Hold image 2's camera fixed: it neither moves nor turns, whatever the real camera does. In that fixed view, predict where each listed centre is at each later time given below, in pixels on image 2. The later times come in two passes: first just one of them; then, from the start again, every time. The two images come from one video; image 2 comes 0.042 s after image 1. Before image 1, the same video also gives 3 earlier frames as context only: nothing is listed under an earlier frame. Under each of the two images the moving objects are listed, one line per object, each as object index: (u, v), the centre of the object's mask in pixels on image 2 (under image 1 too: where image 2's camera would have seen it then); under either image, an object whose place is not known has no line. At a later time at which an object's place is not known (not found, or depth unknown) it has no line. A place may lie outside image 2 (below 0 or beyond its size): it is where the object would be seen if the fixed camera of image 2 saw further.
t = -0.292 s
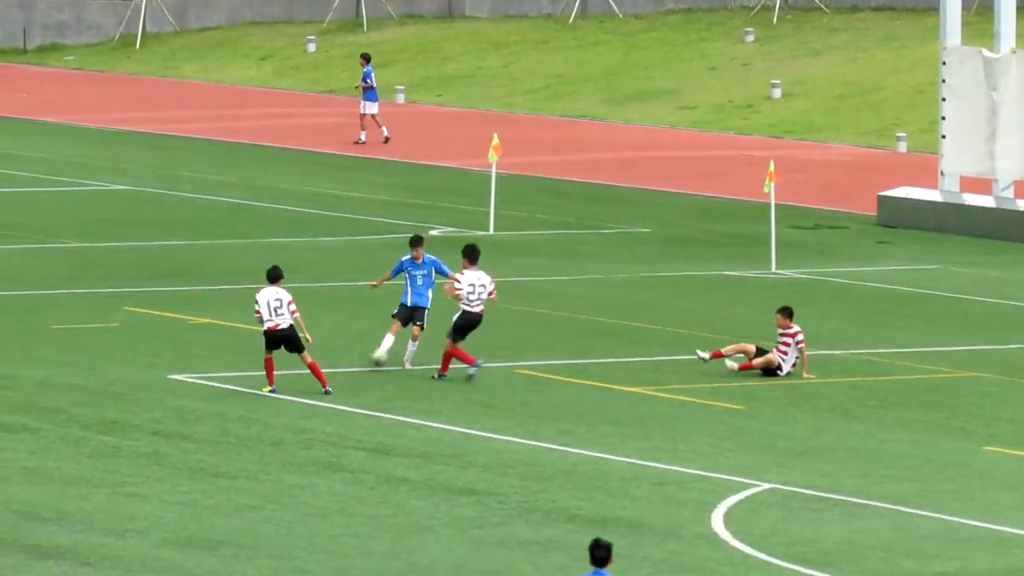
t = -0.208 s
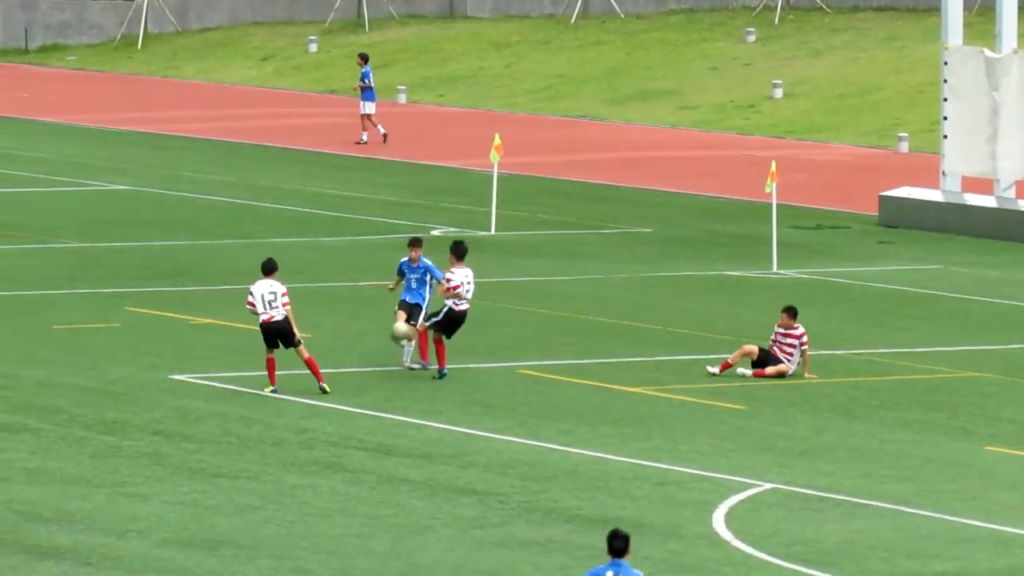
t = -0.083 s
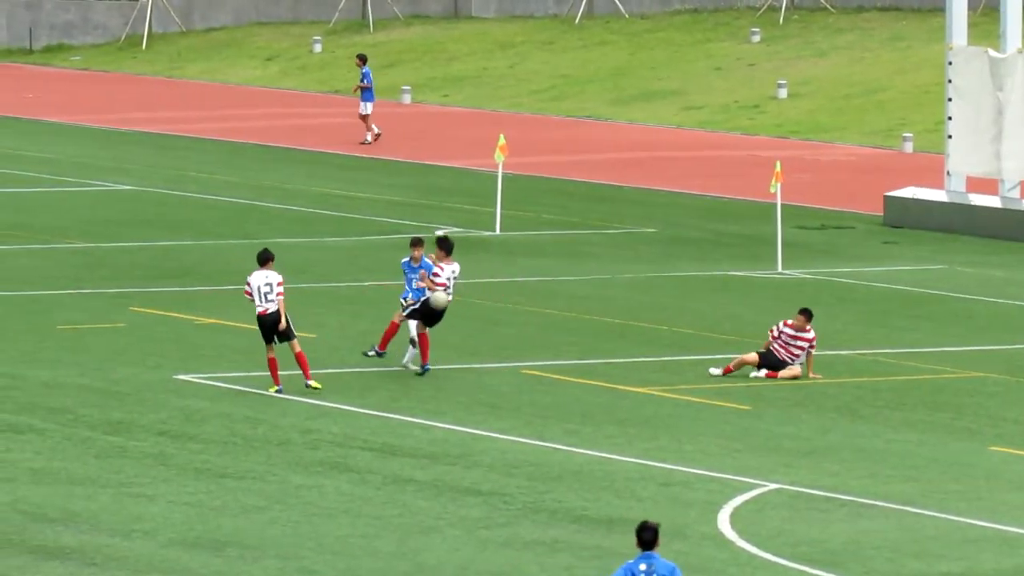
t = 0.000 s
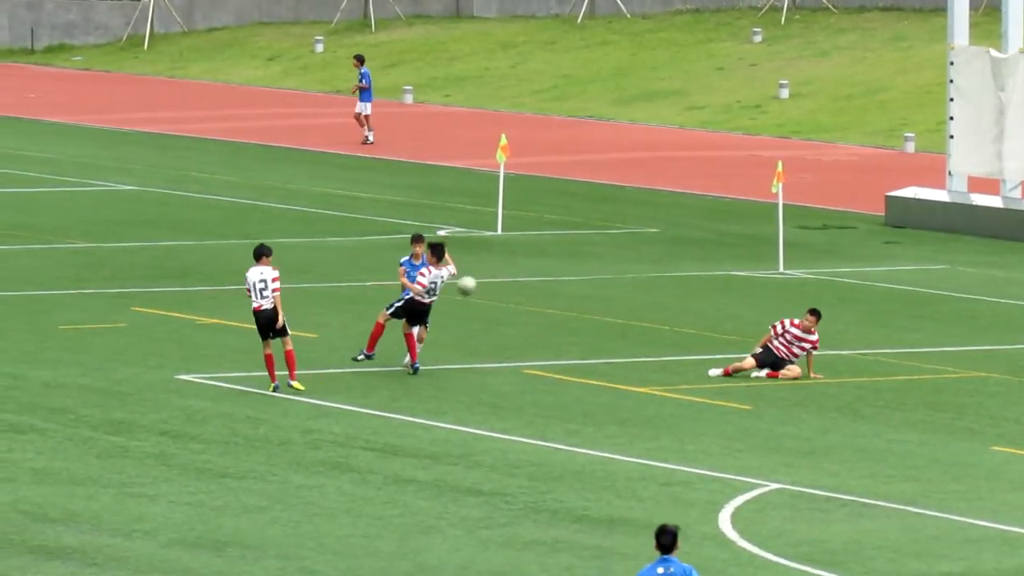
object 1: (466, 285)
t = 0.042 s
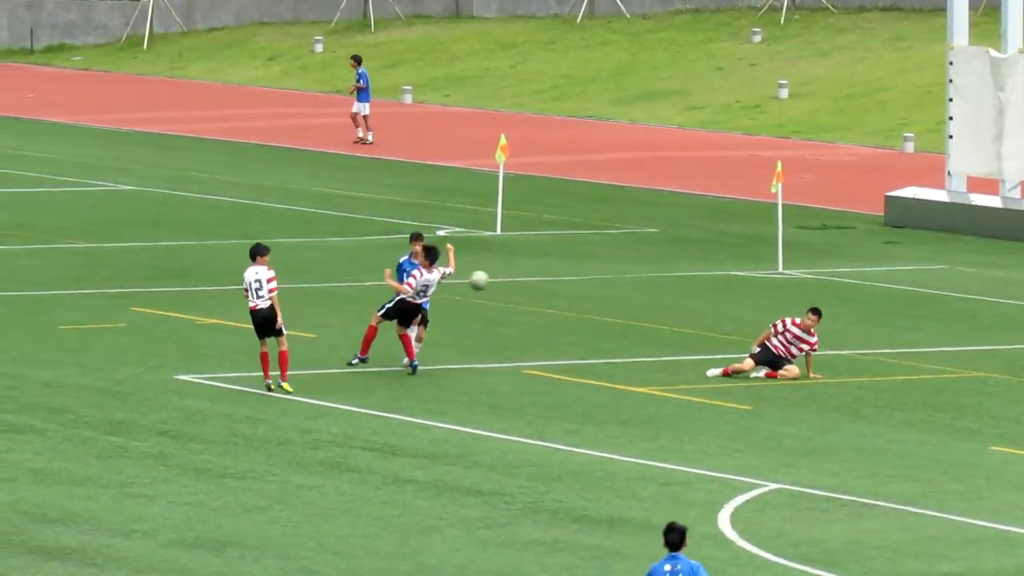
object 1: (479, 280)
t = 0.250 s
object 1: (553, 276)
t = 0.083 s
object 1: (493, 276)
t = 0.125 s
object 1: (507, 274)
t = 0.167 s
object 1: (523, 273)
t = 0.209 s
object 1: (538, 273)
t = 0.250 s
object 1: (553, 276)
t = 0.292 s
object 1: (570, 279)
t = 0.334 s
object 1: (587, 284)
